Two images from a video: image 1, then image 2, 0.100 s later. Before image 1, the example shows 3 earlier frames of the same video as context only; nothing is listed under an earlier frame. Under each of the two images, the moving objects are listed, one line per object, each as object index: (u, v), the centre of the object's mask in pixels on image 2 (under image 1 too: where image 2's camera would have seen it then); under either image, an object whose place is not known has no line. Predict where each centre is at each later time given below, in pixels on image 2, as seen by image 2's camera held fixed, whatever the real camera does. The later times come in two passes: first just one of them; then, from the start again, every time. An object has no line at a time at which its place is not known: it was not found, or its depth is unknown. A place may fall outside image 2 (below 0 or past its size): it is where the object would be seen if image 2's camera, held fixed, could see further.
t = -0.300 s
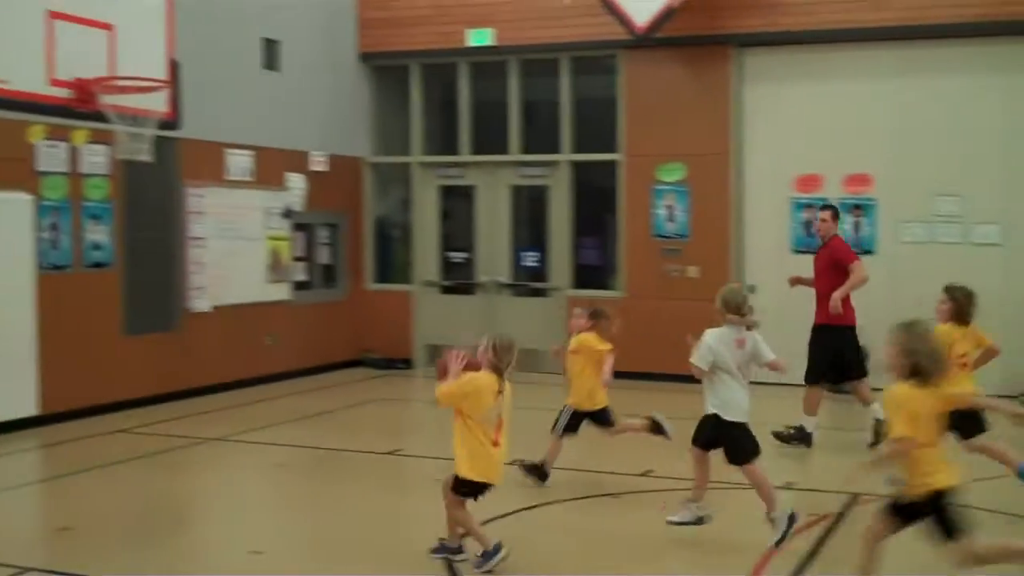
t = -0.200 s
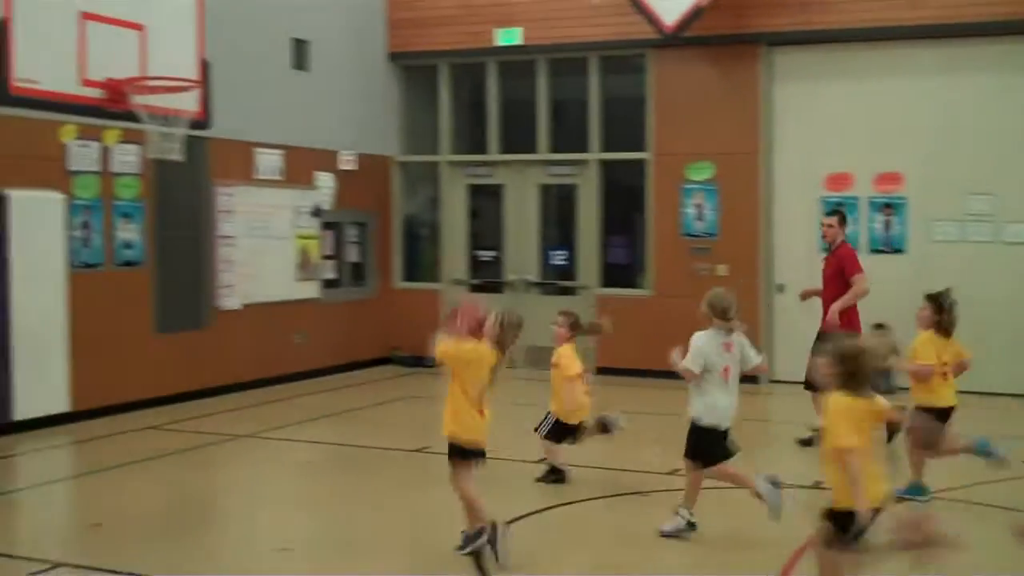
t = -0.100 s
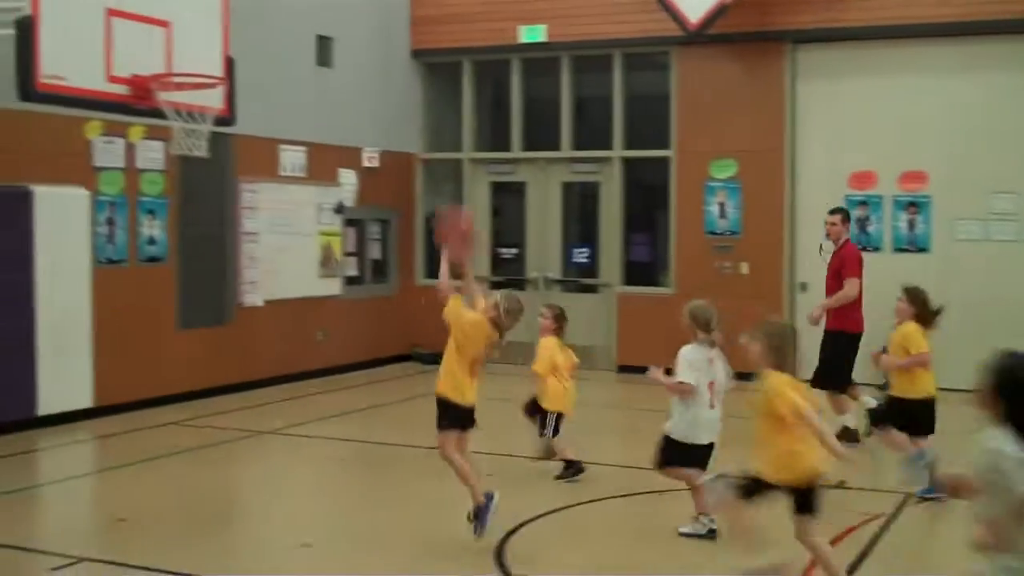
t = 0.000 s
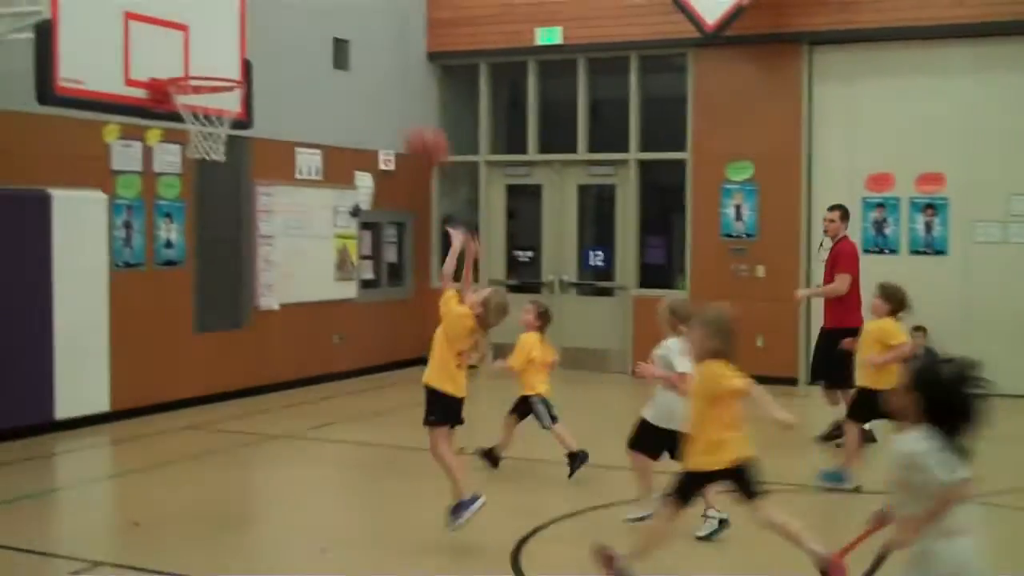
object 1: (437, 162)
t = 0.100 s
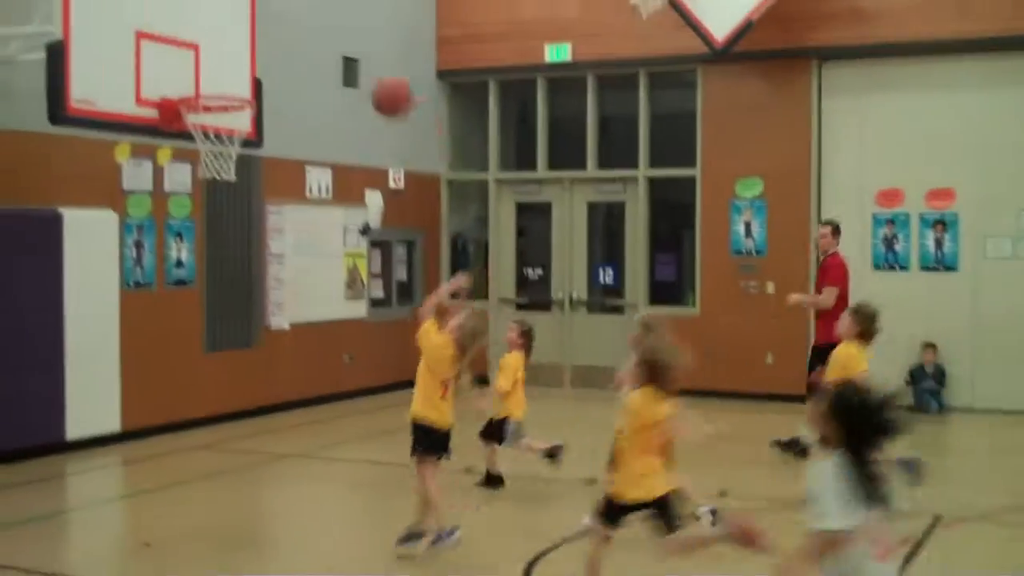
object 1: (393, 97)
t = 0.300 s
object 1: (308, 19)
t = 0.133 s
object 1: (378, 78)
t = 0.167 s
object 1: (365, 62)
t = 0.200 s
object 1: (350, 48)
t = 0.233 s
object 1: (335, 36)
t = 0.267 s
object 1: (322, 27)
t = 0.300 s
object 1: (308, 19)
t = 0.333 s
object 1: (295, 13)
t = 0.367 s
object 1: (281, 10)
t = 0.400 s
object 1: (269, 8)
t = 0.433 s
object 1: (256, 8)
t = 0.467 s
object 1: (244, 7)
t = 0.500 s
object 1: (230, 14)
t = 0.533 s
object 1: (217, 19)
